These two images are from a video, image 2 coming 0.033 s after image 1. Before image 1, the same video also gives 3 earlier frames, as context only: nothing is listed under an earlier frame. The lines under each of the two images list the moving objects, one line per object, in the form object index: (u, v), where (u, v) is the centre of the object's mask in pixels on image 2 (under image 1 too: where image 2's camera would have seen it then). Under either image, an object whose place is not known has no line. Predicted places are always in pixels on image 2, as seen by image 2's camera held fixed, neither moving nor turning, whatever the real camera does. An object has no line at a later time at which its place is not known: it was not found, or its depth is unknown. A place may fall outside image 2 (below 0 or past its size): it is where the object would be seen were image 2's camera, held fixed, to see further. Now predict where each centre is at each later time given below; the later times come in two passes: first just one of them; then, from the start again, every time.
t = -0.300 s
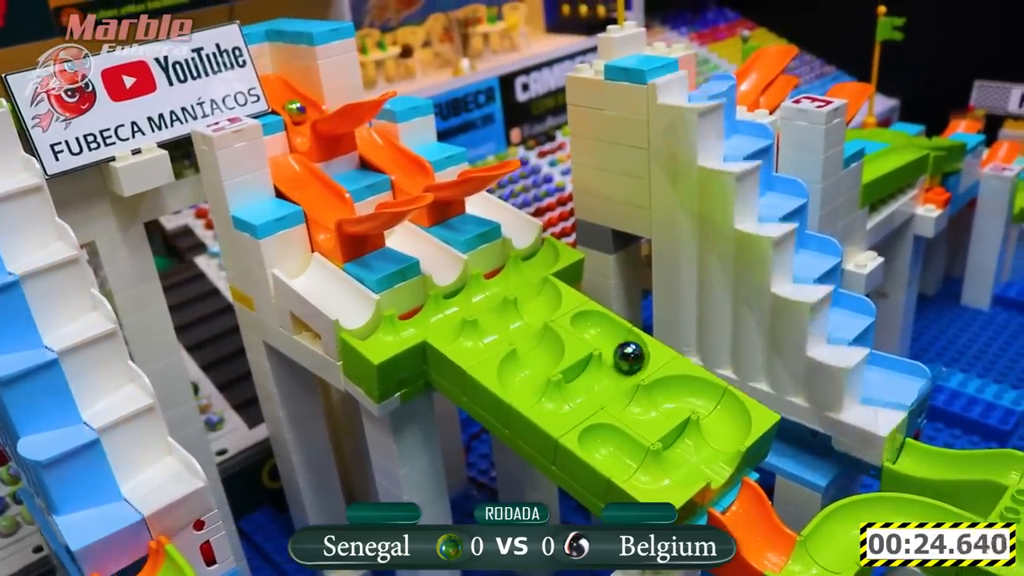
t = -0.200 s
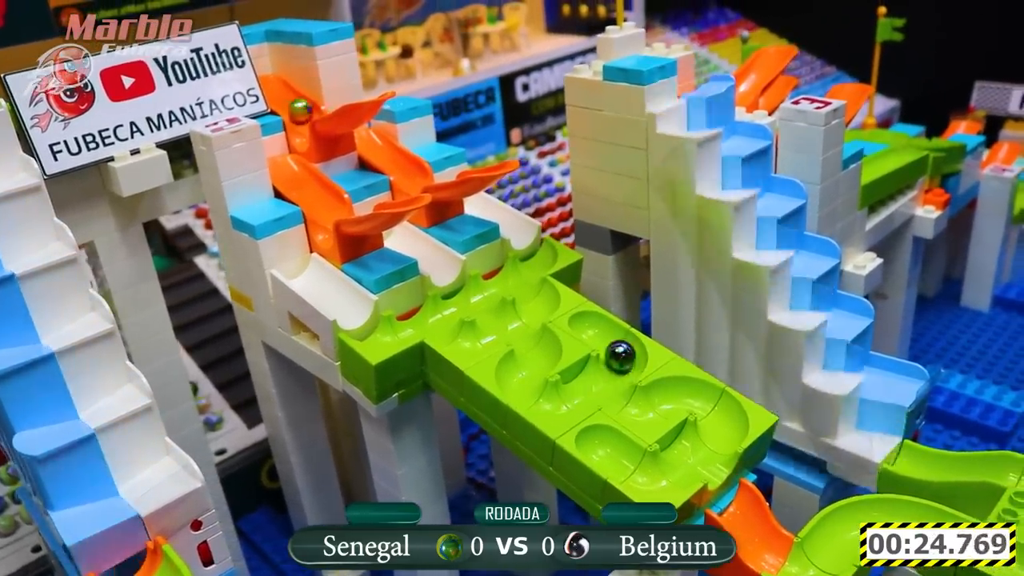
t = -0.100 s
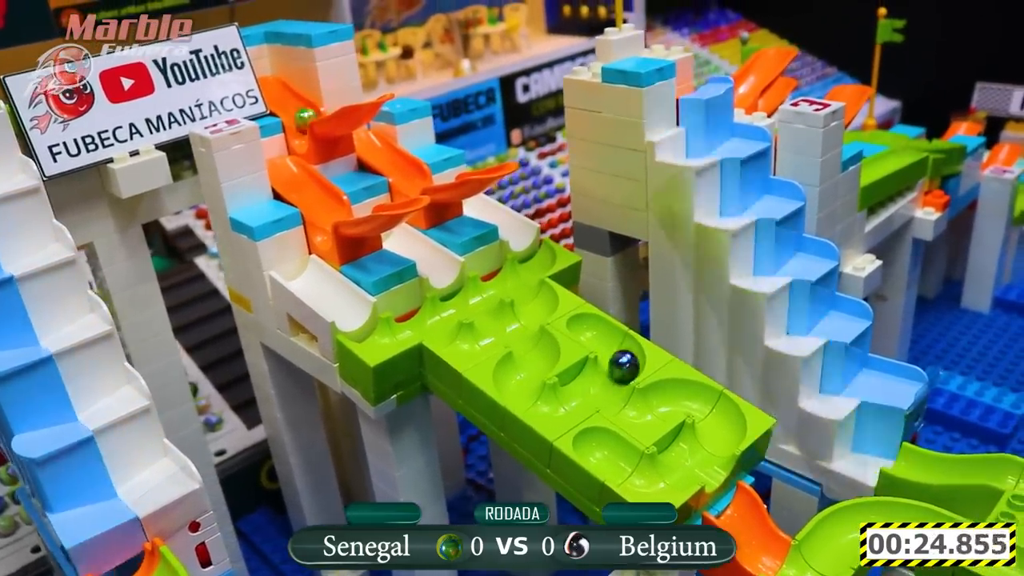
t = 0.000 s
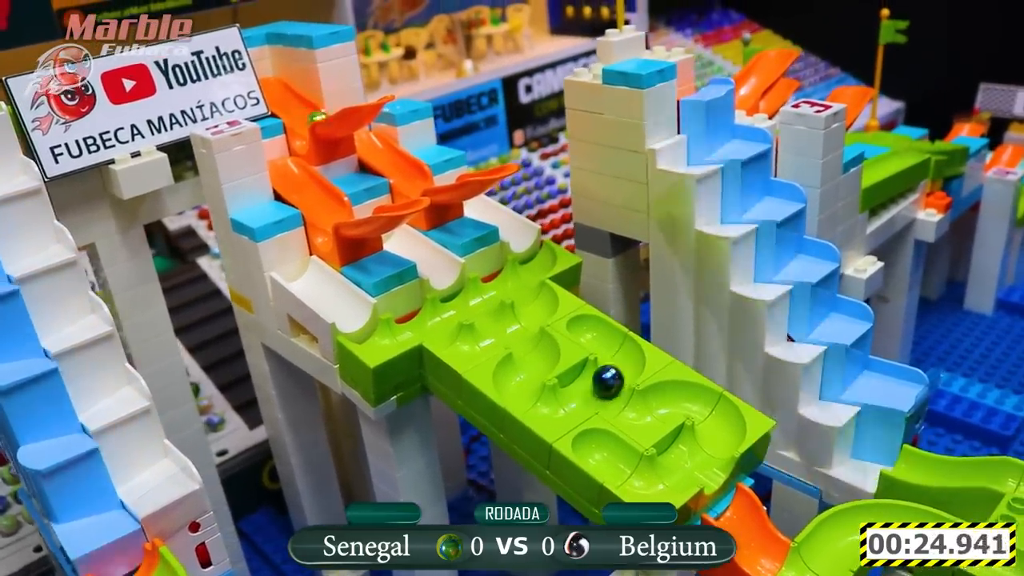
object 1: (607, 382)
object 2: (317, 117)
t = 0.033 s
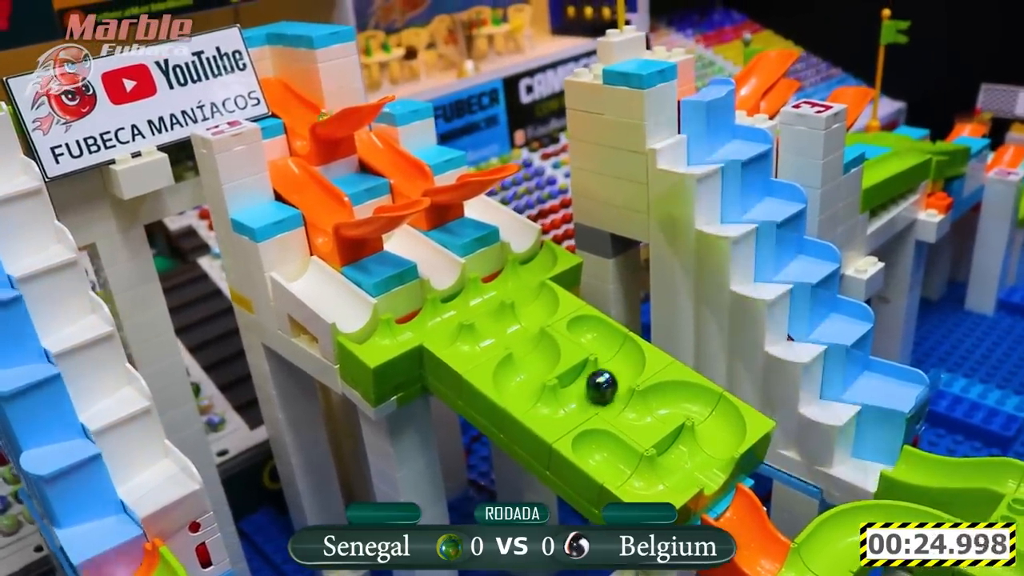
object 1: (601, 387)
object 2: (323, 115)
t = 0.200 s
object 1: (568, 404)
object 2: (320, 116)
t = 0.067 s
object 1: (594, 390)
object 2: (331, 112)
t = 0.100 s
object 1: (587, 394)
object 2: (331, 112)
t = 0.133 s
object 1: (582, 398)
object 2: (329, 113)
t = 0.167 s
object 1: (575, 402)
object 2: (324, 116)
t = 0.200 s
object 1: (568, 404)
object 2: (320, 116)
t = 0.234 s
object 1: (562, 406)
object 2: (318, 117)
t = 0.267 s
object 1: (556, 407)
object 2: (318, 117)
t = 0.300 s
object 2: (317, 116)
